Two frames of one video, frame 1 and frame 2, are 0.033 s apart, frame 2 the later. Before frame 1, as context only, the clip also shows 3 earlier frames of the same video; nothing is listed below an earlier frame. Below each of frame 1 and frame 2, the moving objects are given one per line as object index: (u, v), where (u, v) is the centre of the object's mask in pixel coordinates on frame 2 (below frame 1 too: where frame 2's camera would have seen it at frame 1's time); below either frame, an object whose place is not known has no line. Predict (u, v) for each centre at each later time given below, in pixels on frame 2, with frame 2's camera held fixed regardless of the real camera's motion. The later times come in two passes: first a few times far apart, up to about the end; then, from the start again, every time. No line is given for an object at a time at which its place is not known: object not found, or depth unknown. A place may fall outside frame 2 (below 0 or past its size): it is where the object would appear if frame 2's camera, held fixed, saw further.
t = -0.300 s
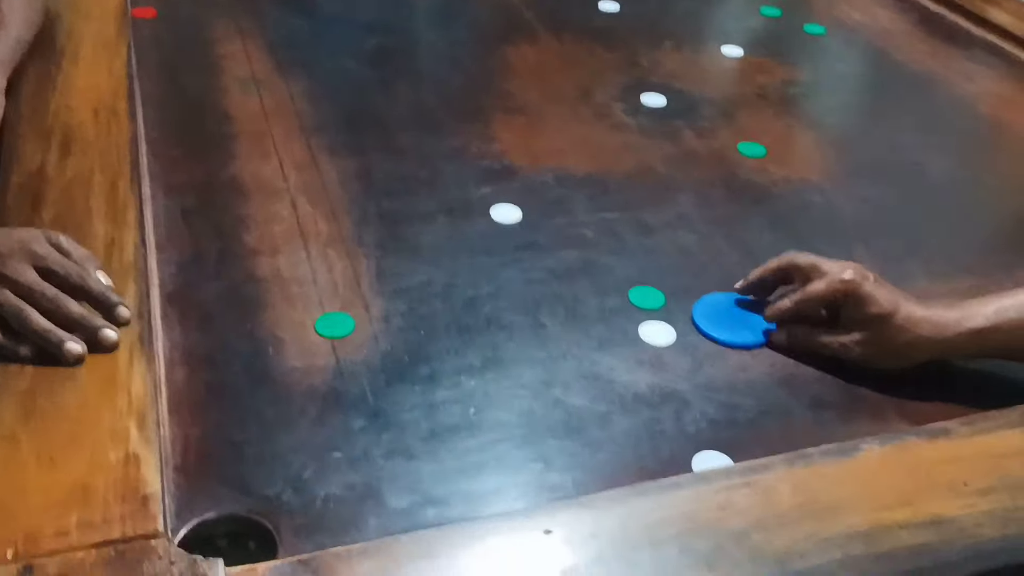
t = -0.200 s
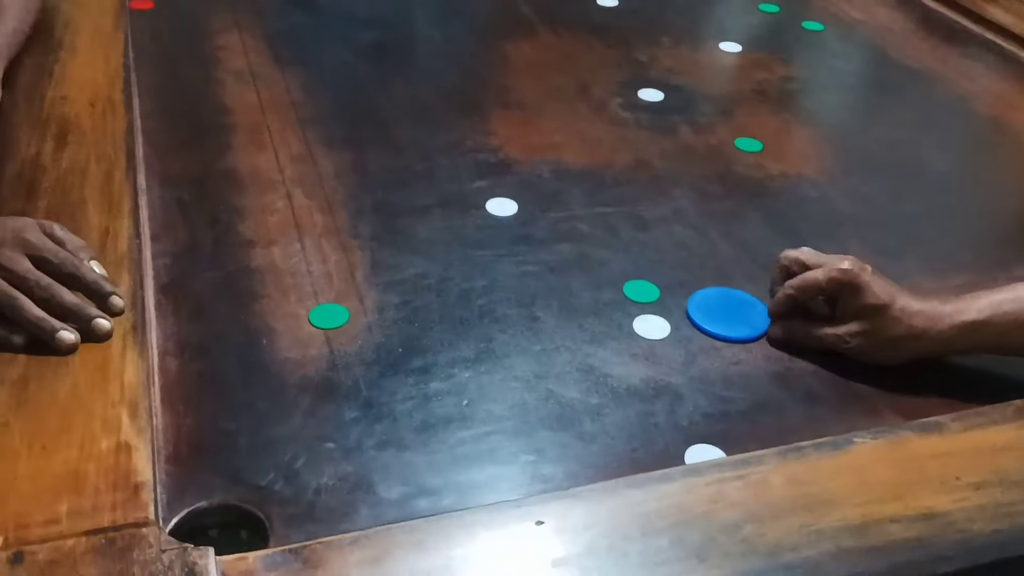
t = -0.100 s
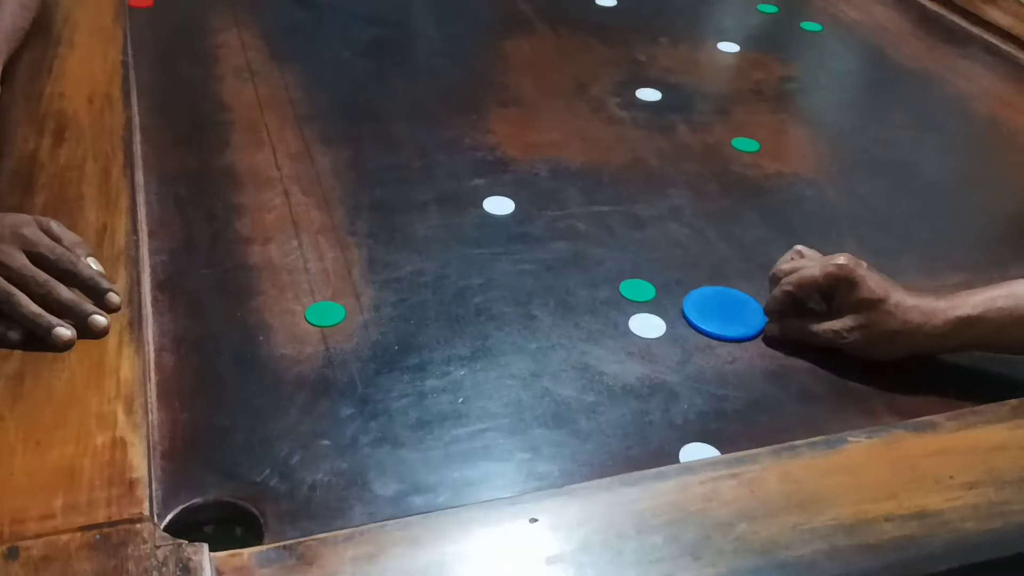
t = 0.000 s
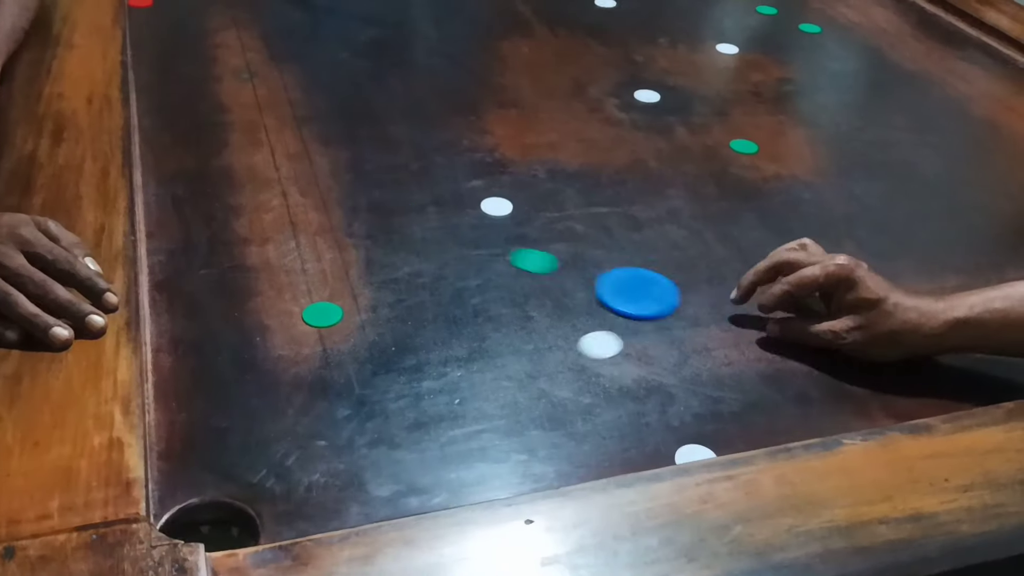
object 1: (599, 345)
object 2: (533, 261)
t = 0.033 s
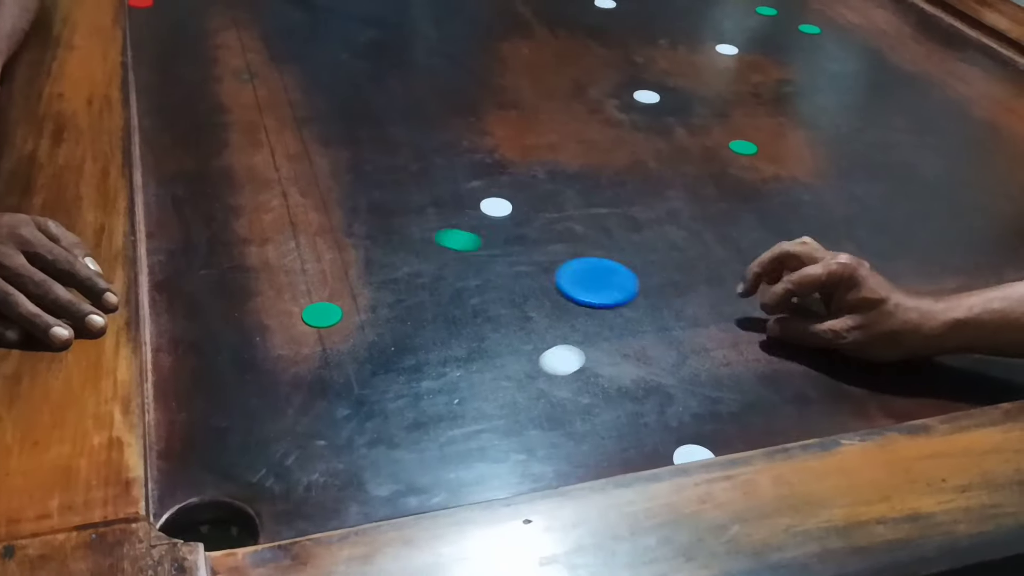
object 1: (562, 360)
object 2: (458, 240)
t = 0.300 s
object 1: (203, 510)
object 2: (261, 92)
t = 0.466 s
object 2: (384, 30)
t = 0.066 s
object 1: (523, 375)
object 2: (387, 218)
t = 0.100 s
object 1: (483, 392)
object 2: (319, 198)
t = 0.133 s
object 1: (442, 409)
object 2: (252, 178)
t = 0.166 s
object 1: (399, 426)
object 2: (191, 159)
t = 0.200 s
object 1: (354, 445)
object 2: (162, 139)
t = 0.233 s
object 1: (305, 465)
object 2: (198, 122)
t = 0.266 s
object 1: (255, 486)
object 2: (230, 107)
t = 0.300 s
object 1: (203, 510)
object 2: (261, 92)
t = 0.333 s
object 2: (289, 77)
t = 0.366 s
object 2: (315, 65)
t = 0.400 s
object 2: (339, 52)
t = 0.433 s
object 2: (363, 41)
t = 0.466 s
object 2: (384, 30)
